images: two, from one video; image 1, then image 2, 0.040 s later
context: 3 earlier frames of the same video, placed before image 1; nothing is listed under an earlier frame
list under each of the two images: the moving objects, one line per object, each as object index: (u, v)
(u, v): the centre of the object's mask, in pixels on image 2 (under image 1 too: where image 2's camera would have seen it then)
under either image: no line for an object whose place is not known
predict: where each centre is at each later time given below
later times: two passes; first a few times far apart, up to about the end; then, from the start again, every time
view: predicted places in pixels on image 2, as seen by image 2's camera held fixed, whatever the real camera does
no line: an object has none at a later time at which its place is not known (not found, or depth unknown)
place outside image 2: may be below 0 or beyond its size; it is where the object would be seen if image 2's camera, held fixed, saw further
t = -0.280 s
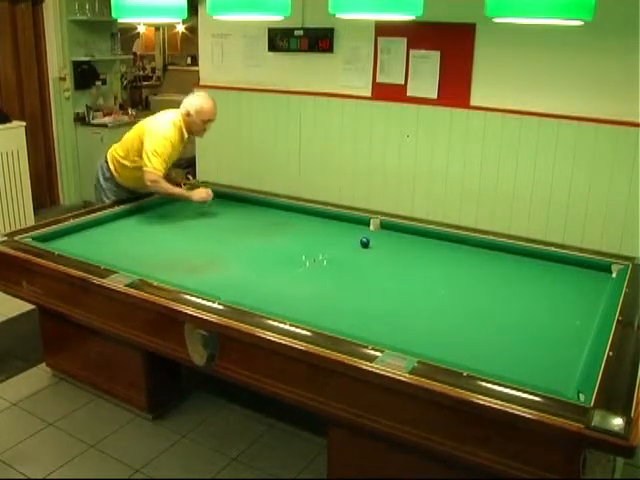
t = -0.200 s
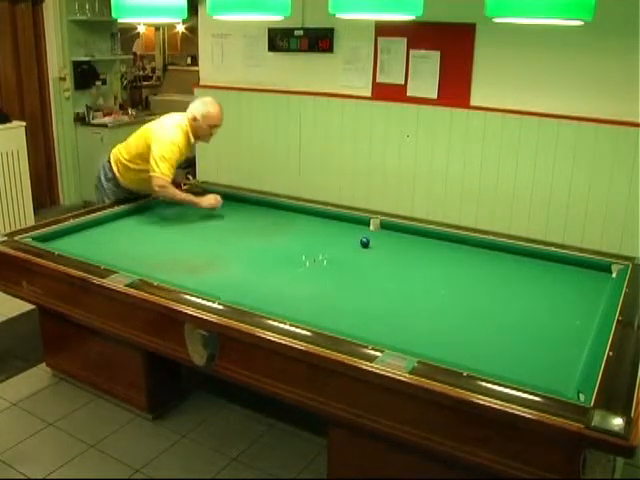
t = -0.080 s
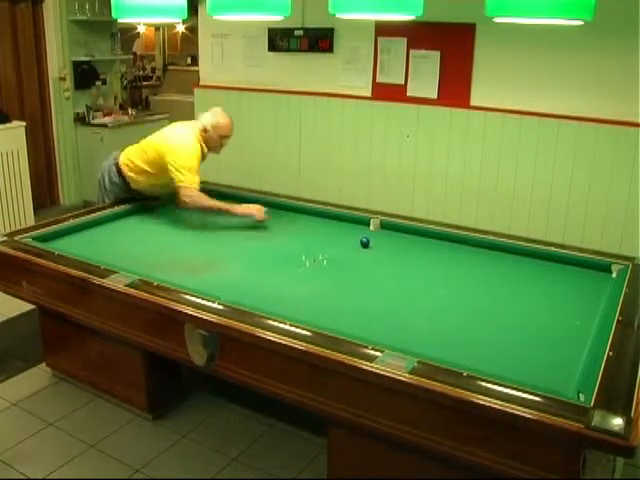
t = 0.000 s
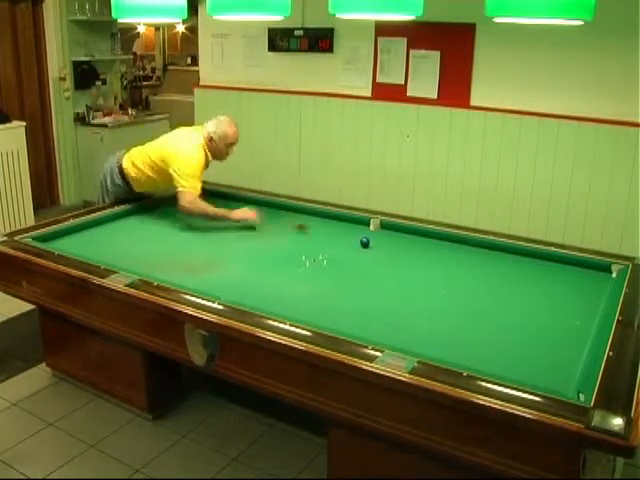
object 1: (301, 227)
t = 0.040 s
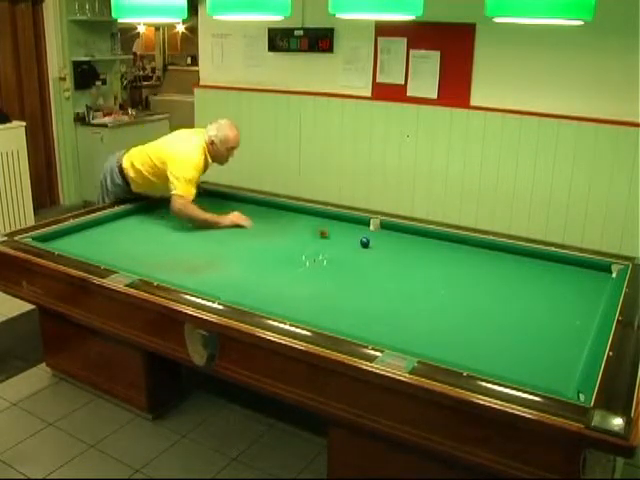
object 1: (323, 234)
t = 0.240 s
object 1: (378, 239)
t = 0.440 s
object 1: (410, 241)
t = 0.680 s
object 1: (447, 244)
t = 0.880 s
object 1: (473, 246)
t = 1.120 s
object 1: (495, 252)
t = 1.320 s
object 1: (517, 260)
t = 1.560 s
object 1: (540, 266)
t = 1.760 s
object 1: (562, 273)
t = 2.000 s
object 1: (588, 281)
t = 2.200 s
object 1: (602, 287)
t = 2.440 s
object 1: (585, 286)
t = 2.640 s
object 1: (571, 286)
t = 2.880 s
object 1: (555, 286)
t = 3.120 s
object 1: (539, 285)
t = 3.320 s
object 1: (526, 285)
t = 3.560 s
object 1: (511, 284)
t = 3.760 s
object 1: (500, 284)
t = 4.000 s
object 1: (485, 284)
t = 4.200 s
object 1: (475, 283)
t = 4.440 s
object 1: (462, 283)
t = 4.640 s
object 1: (451, 283)
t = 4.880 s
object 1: (439, 282)
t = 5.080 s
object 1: (430, 282)
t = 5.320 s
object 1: (419, 282)
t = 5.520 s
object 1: (411, 282)
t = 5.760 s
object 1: (401, 282)
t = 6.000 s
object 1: (391, 281)
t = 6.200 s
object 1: (384, 281)
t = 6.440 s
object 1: (375, 281)
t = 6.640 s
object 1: (368, 281)
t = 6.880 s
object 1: (361, 280)
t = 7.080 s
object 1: (356, 280)
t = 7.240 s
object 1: (352, 280)
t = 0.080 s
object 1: (345, 237)
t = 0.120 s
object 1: (360, 238)
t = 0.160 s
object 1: (366, 238)
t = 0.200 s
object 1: (373, 239)
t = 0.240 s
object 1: (378, 239)
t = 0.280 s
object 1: (384, 240)
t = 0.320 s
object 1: (391, 240)
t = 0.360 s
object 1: (398, 241)
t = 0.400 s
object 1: (404, 241)
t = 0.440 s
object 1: (410, 241)
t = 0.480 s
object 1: (416, 241)
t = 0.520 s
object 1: (422, 242)
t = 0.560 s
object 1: (428, 242)
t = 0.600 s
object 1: (435, 243)
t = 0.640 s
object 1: (441, 242)
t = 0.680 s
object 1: (447, 244)
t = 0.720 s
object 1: (453, 243)
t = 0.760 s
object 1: (459, 243)
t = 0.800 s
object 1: (465, 244)
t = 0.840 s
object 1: (470, 245)
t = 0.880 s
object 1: (473, 246)
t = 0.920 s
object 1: (476, 246)
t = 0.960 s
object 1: (481, 248)
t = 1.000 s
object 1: (485, 249)
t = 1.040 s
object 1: (489, 250)
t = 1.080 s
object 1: (491, 250)
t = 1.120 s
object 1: (495, 252)
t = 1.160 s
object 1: (500, 254)
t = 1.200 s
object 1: (503, 255)
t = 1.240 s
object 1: (507, 256)
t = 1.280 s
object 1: (511, 258)
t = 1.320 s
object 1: (517, 260)
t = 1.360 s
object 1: (520, 260)
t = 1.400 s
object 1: (524, 261)
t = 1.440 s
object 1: (528, 262)
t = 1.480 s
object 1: (532, 264)
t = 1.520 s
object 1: (536, 265)
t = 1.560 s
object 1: (540, 266)
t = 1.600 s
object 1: (545, 268)
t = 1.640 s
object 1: (548, 268)
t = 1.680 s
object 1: (553, 270)
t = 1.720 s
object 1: (557, 271)
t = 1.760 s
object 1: (562, 273)
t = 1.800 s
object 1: (565, 274)
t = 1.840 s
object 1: (570, 277)
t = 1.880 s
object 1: (575, 277)
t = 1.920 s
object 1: (579, 278)
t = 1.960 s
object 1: (583, 280)
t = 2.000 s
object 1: (588, 281)
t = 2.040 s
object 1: (592, 283)
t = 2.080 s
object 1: (596, 284)
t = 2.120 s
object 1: (601, 285)
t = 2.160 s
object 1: (604, 287)
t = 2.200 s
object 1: (602, 287)
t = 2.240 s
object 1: (599, 287)
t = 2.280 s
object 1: (597, 287)
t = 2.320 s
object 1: (593, 286)
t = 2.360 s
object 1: (591, 286)
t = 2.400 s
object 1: (588, 286)
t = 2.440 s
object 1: (585, 286)
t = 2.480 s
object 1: (582, 286)
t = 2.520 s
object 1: (579, 286)
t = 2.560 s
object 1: (576, 286)
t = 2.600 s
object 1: (574, 286)
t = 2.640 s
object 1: (571, 286)
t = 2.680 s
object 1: (568, 286)
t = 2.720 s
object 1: (566, 286)
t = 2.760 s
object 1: (563, 286)
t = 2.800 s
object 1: (560, 286)
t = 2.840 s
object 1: (558, 286)
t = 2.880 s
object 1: (555, 286)
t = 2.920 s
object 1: (552, 285)
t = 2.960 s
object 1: (550, 285)
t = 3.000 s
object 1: (547, 285)
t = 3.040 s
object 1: (544, 285)
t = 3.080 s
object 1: (542, 285)
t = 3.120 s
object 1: (539, 285)
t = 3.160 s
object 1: (537, 286)
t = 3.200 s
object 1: (534, 285)
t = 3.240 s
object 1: (531, 285)
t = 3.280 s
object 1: (529, 285)
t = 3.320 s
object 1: (526, 285)
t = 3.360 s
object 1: (524, 285)
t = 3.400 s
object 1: (521, 285)
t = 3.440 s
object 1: (519, 284)
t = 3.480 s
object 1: (516, 285)
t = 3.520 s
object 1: (514, 284)
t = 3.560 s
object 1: (511, 284)
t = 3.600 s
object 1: (509, 284)
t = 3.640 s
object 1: (507, 284)
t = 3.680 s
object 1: (504, 284)
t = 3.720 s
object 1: (502, 284)
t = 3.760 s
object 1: (500, 284)
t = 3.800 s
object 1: (497, 284)
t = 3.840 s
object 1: (495, 284)
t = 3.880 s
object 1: (493, 284)
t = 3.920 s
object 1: (490, 284)
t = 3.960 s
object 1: (488, 284)
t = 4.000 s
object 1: (485, 284)
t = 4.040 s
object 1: (483, 283)
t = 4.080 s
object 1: (481, 284)
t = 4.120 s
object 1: (479, 284)
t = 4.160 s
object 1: (477, 283)
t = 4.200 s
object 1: (475, 283)
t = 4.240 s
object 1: (472, 283)
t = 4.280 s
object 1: (470, 283)
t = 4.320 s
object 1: (468, 283)
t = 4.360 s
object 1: (466, 283)
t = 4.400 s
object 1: (464, 283)
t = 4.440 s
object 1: (462, 283)
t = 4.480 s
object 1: (460, 283)
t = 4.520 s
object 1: (457, 283)
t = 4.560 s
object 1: (455, 283)
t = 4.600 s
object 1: (453, 283)
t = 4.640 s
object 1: (451, 283)
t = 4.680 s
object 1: (449, 283)
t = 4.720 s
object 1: (447, 283)
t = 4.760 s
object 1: (445, 282)
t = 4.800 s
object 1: (443, 282)
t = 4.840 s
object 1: (441, 282)
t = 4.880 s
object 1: (439, 282)
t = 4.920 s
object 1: (438, 282)
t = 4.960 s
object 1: (436, 282)
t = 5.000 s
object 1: (434, 283)
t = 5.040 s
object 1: (432, 282)
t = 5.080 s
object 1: (430, 282)
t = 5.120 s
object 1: (428, 282)
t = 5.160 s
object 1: (427, 282)
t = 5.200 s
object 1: (425, 282)
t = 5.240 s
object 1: (422, 282)
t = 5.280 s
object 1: (421, 282)
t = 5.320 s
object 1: (419, 282)
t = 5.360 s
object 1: (417, 282)
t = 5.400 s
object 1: (416, 282)
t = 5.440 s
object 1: (414, 282)
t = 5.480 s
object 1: (412, 282)
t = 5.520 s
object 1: (411, 282)
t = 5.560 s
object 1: (409, 282)
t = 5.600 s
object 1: (407, 282)
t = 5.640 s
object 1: (406, 282)
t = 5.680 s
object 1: (404, 282)
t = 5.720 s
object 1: (402, 282)
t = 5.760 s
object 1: (401, 282)
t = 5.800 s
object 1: (399, 282)
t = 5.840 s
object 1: (397, 282)
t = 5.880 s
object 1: (396, 282)
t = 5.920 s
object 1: (394, 281)
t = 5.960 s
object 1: (393, 281)
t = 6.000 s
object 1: (391, 281)
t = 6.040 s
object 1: (390, 281)
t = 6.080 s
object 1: (388, 281)
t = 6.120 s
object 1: (387, 281)
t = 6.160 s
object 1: (385, 281)
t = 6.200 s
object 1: (384, 281)
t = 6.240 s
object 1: (382, 281)
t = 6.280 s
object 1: (381, 281)
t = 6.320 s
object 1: (379, 281)
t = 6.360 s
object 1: (378, 281)
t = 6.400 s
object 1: (376, 281)
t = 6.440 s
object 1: (375, 281)
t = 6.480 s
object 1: (374, 281)
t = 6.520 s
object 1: (373, 281)
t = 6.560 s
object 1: (371, 281)
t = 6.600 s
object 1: (370, 281)
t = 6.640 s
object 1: (368, 281)
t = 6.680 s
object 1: (367, 281)
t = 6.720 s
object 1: (366, 280)
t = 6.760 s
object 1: (365, 280)
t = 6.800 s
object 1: (363, 281)
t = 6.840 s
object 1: (362, 280)
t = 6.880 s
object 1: (361, 280)
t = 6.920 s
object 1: (360, 280)
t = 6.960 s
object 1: (359, 280)
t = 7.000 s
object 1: (358, 280)
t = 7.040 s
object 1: (357, 280)
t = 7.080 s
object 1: (356, 280)
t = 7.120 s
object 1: (355, 280)
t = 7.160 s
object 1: (353, 280)
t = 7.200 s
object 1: (353, 280)
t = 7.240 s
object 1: (352, 280)
